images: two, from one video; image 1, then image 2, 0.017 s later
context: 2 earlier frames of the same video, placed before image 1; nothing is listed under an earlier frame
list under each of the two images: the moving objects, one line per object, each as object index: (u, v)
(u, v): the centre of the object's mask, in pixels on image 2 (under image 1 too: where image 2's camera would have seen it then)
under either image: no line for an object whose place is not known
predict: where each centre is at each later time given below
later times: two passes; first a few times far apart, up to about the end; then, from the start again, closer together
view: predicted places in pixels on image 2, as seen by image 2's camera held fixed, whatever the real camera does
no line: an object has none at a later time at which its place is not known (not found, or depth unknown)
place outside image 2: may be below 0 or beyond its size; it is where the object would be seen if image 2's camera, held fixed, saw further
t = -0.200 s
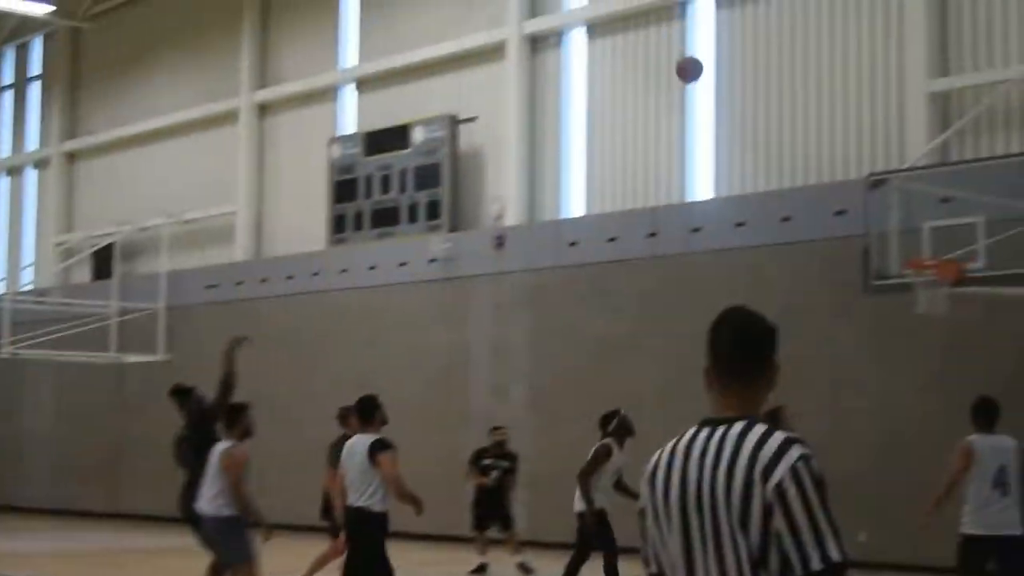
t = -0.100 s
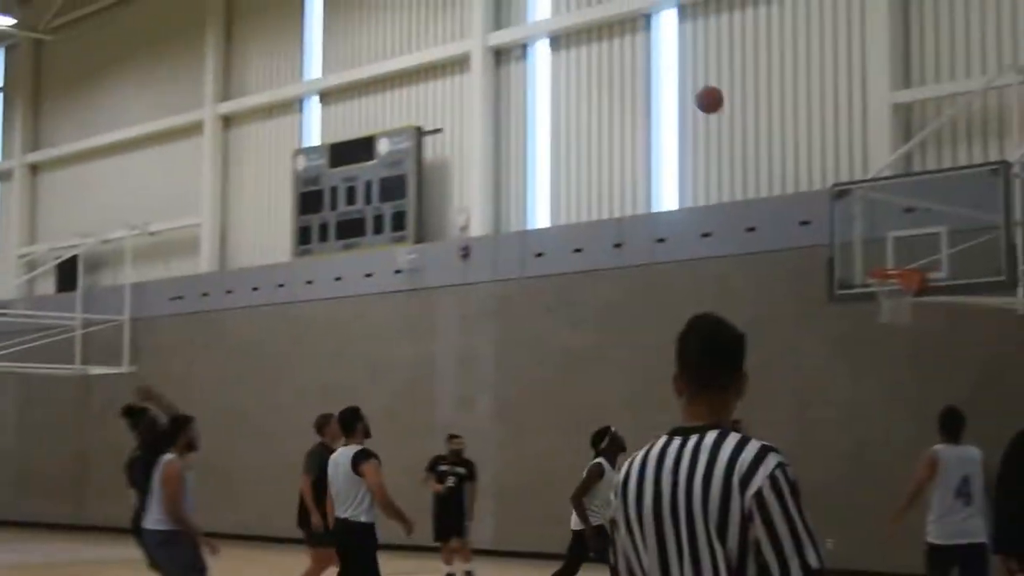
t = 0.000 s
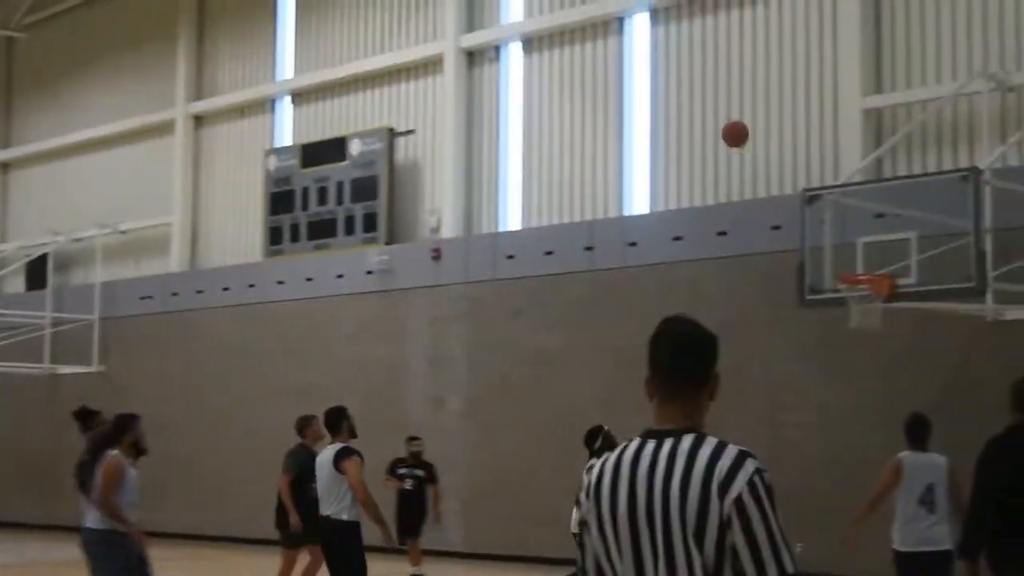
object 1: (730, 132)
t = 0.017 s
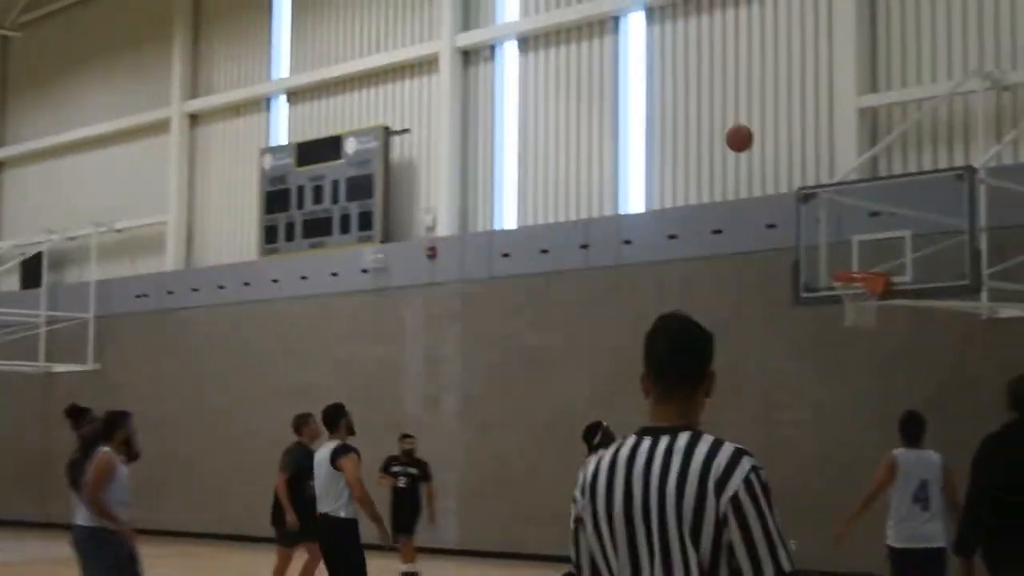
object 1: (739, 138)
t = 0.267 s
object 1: (868, 262)
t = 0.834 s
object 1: (794, 154)
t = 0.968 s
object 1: (782, 168)
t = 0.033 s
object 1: (748, 144)
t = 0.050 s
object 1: (756, 151)
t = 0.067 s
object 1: (765, 158)
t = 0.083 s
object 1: (773, 164)
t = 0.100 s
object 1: (782, 172)
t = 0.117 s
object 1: (791, 180)
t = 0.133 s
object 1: (799, 189)
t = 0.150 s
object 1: (808, 196)
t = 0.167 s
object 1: (816, 205)
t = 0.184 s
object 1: (826, 214)
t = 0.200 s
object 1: (834, 223)
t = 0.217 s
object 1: (842, 233)
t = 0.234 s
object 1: (850, 242)
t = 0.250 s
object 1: (859, 252)
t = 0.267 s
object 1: (868, 262)
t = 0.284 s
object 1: (871, 266)
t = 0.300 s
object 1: (862, 269)
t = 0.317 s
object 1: (856, 267)
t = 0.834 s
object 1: (794, 154)
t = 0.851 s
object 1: (793, 154)
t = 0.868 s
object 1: (791, 155)
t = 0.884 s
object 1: (790, 157)
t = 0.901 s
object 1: (788, 158)
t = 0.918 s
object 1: (788, 160)
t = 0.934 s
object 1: (786, 163)
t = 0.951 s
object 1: (784, 165)
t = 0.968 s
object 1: (782, 168)
